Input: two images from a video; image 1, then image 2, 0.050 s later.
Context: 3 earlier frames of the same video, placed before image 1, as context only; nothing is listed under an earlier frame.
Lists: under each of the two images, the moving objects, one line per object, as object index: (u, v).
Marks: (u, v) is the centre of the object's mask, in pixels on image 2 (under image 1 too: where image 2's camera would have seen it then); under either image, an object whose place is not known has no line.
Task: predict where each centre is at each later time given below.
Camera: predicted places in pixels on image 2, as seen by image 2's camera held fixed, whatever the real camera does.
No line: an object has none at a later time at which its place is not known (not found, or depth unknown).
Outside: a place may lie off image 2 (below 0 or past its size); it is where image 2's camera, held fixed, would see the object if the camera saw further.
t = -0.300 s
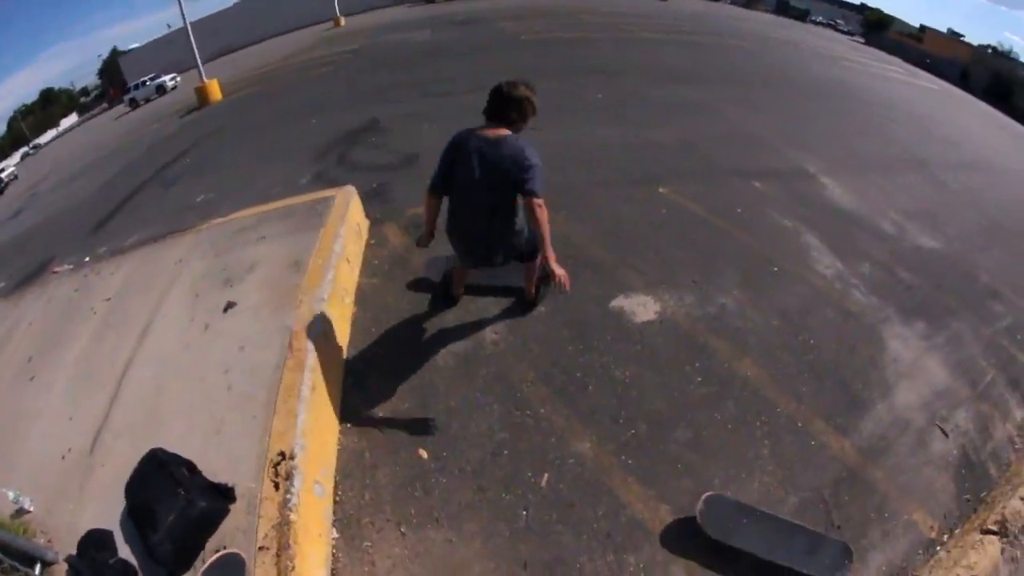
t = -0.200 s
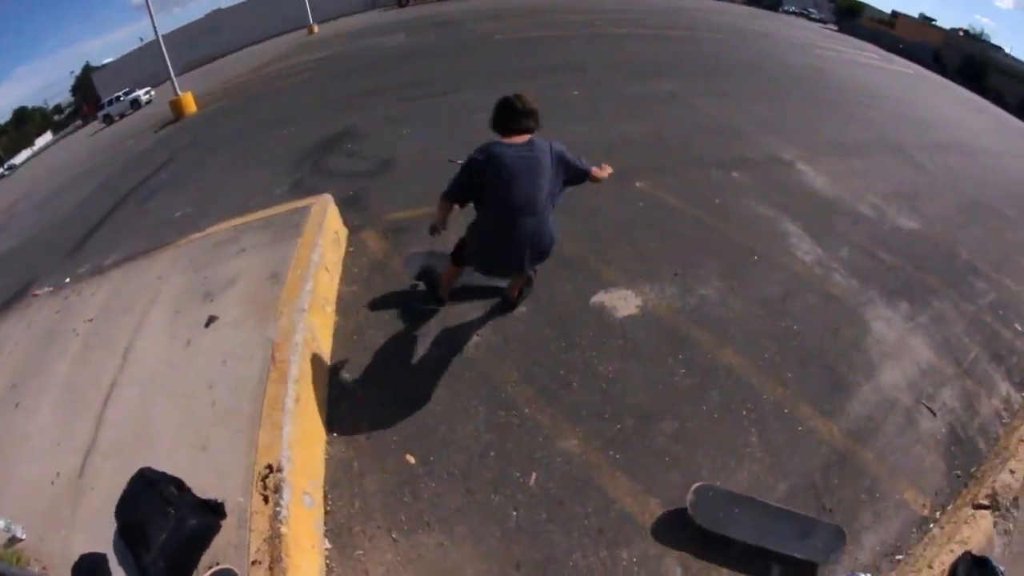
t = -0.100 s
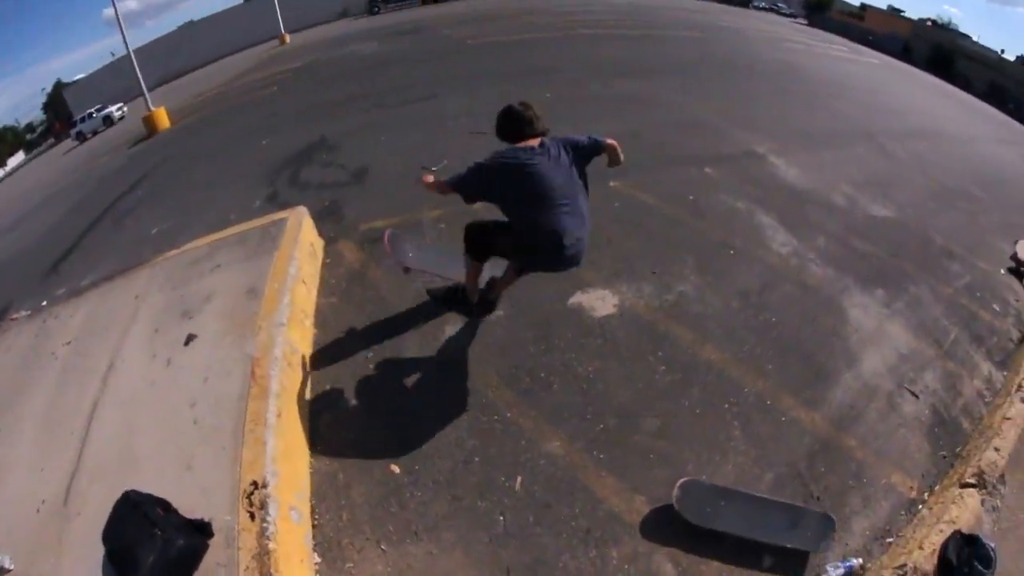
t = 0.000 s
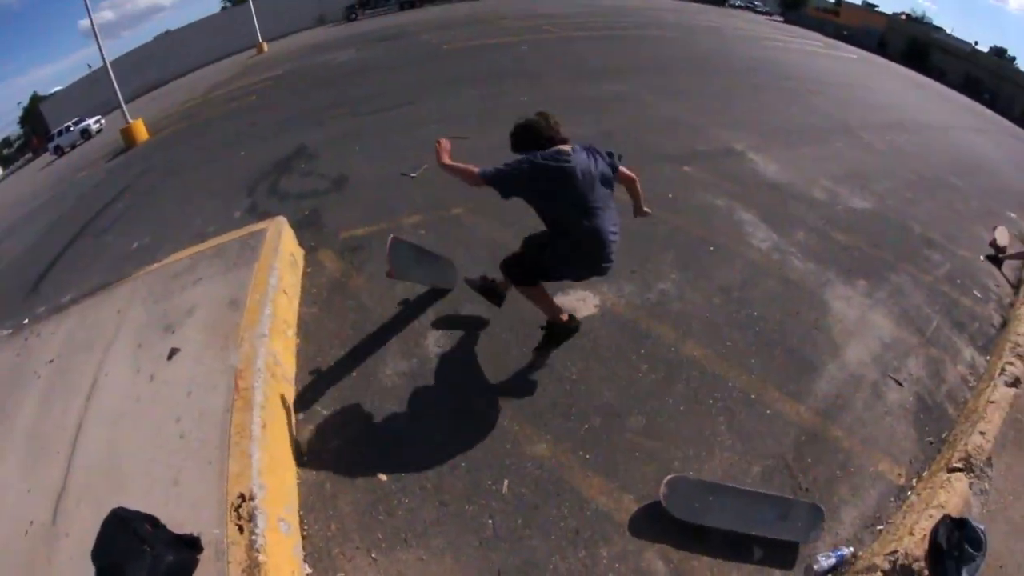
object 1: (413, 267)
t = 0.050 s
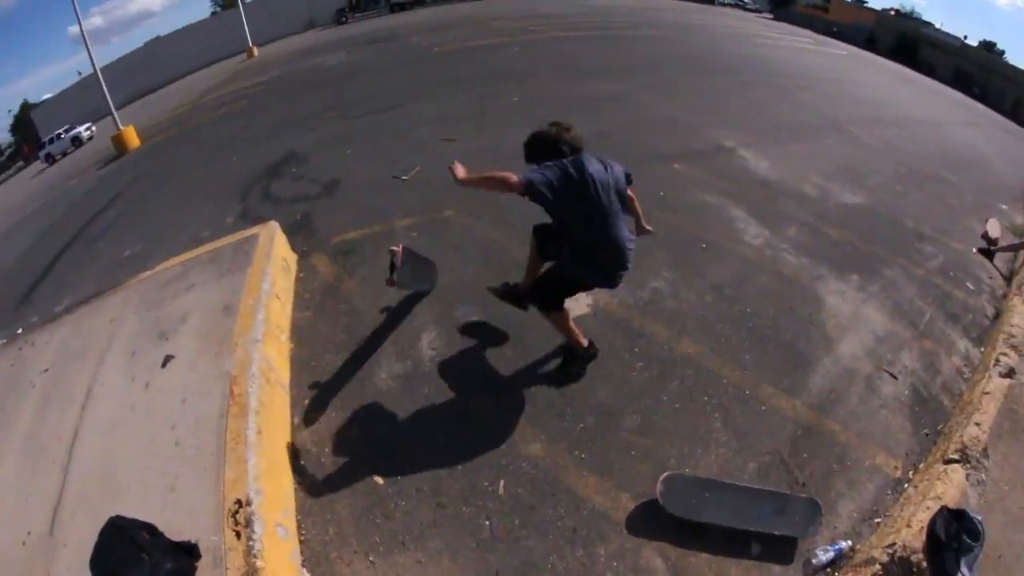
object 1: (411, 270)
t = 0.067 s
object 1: (410, 272)
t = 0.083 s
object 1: (409, 274)
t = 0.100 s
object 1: (409, 276)
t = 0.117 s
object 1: (413, 281)
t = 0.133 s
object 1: (415, 285)
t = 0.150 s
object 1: (418, 289)
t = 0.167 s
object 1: (421, 293)
